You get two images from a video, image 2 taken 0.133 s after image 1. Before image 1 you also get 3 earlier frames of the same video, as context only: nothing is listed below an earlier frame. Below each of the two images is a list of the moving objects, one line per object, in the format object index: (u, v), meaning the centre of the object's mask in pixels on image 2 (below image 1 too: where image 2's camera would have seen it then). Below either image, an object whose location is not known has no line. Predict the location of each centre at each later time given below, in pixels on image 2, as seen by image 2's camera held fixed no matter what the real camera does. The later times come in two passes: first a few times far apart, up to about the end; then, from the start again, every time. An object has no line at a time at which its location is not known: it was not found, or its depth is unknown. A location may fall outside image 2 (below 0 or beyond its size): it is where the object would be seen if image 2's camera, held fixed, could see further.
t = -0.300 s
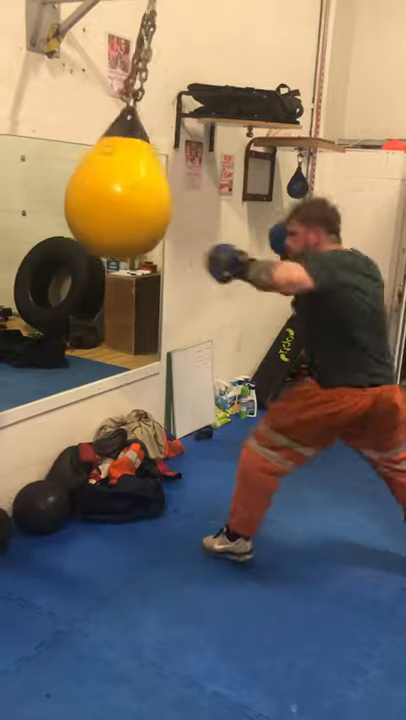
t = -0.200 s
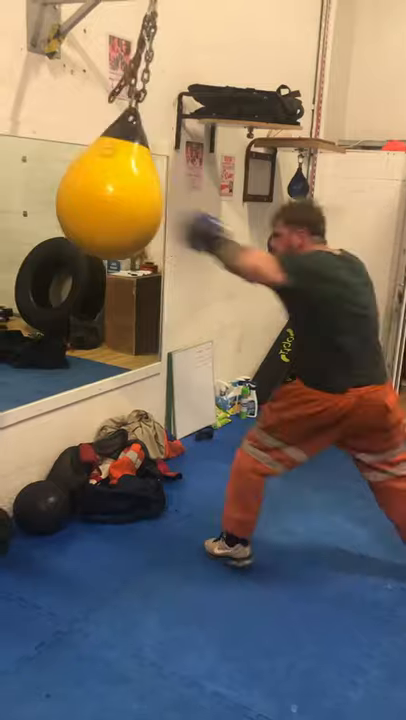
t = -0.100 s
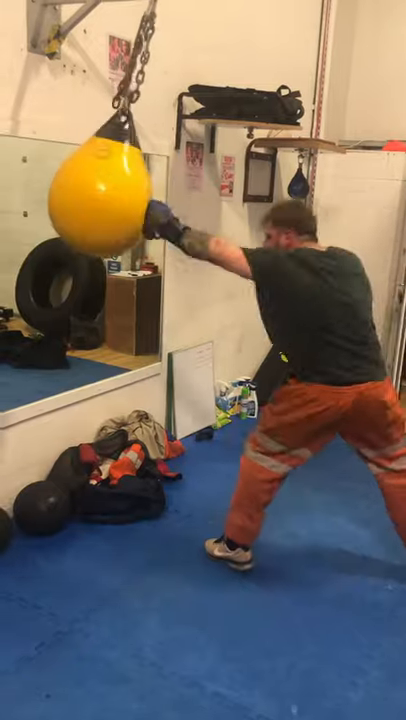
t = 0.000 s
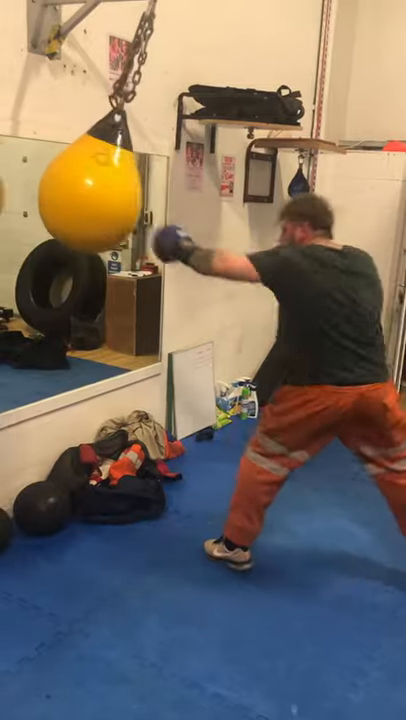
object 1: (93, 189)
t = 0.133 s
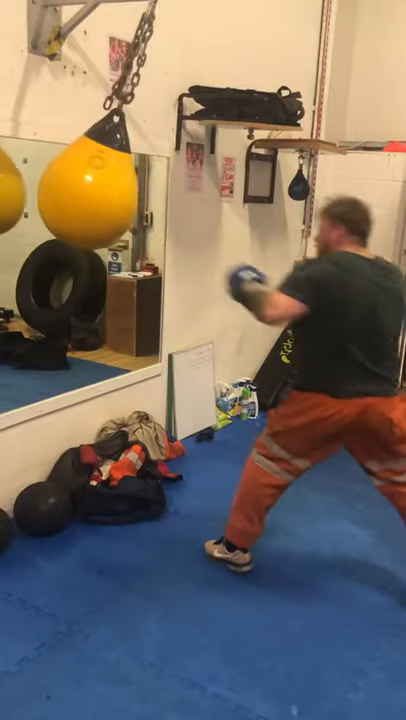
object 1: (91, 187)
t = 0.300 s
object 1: (104, 187)
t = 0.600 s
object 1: (155, 196)
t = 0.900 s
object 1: (199, 196)
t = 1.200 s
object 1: (193, 195)
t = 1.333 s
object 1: (170, 197)
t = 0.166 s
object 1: (93, 187)
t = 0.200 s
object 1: (95, 187)
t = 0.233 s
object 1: (97, 187)
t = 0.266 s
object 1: (100, 187)
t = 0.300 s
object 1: (104, 187)
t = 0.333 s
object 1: (109, 188)
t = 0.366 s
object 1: (113, 189)
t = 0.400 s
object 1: (119, 190)
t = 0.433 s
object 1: (124, 191)
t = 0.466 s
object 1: (130, 192)
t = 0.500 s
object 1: (137, 193)
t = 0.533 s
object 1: (143, 194)
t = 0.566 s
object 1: (149, 195)
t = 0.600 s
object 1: (155, 196)
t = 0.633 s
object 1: (162, 196)
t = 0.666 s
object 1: (168, 197)
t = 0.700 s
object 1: (174, 197)
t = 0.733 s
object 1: (179, 197)
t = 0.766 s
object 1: (184, 197)
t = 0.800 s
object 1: (189, 197)
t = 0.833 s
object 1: (193, 197)
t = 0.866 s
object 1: (197, 197)
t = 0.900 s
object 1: (199, 196)
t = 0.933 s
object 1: (201, 196)
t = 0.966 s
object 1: (203, 196)
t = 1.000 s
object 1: (204, 196)
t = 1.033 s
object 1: (204, 196)
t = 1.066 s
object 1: (203, 195)
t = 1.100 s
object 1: (202, 195)
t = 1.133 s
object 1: (200, 195)
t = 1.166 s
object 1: (196, 195)
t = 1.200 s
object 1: (193, 195)
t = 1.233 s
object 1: (188, 195)
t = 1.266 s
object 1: (182, 196)
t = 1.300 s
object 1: (177, 196)
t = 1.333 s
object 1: (170, 197)
